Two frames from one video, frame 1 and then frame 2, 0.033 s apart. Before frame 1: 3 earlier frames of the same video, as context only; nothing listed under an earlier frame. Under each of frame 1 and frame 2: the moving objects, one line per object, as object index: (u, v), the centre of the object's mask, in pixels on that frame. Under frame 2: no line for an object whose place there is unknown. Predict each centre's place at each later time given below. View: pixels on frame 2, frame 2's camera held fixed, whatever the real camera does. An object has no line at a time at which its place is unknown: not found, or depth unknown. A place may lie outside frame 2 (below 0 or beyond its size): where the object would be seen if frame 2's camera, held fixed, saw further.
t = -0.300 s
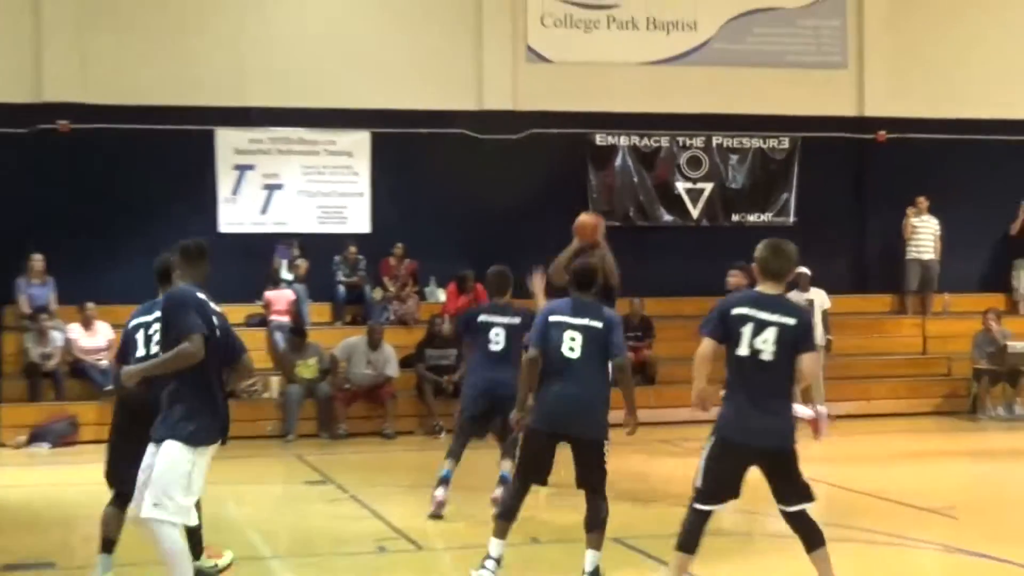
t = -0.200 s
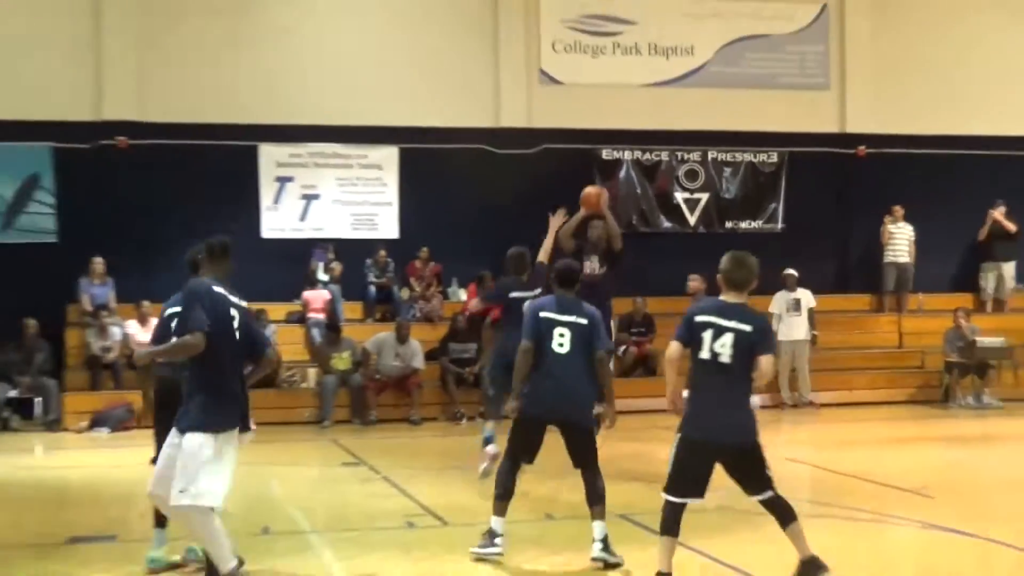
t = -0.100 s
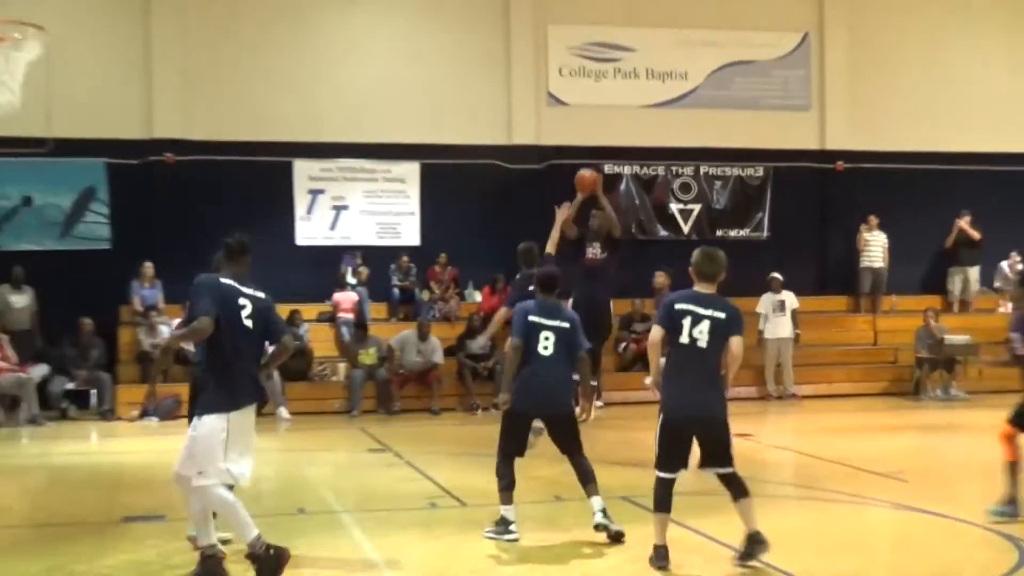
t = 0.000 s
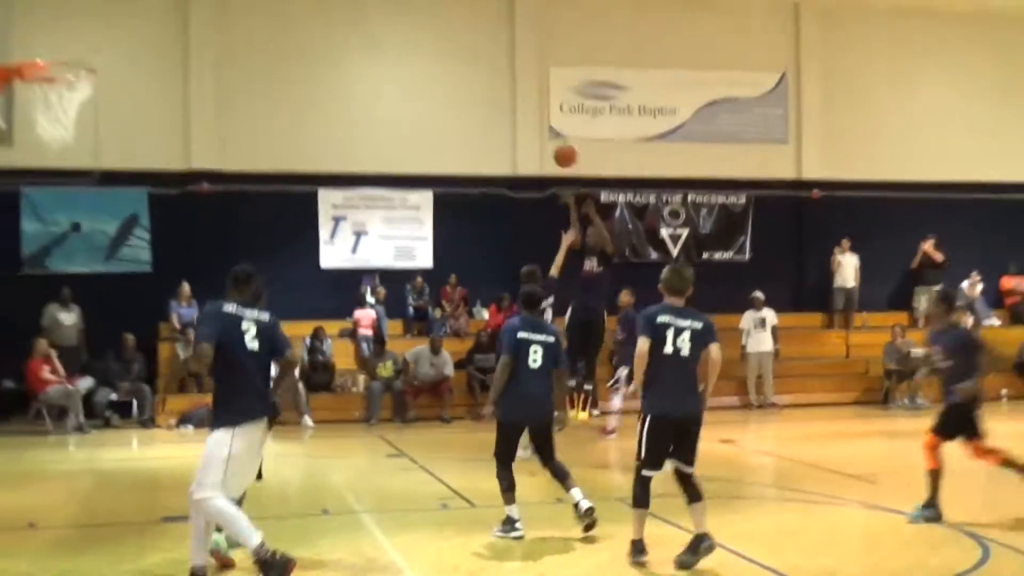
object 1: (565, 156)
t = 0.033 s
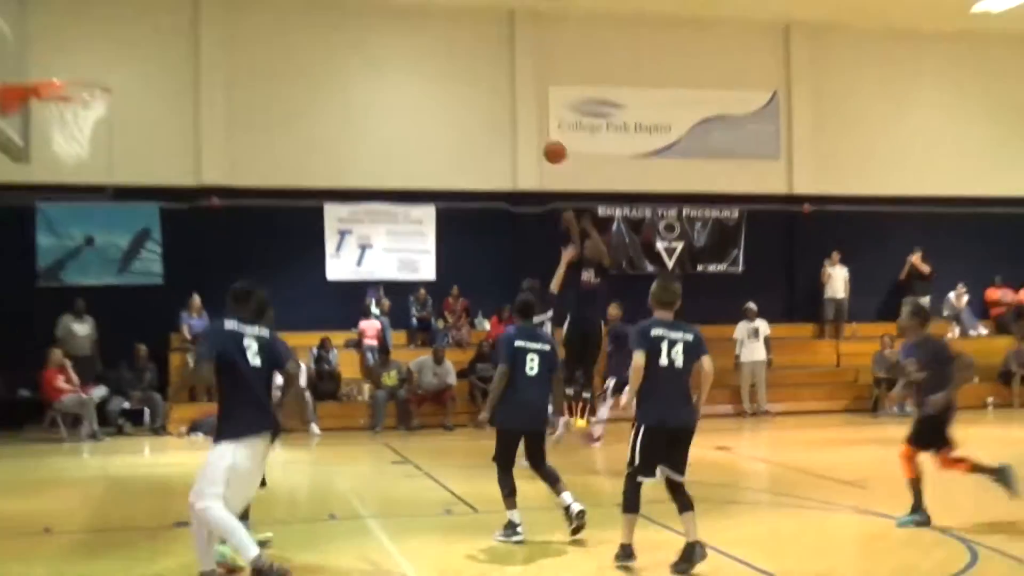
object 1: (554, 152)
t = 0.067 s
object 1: (545, 131)
